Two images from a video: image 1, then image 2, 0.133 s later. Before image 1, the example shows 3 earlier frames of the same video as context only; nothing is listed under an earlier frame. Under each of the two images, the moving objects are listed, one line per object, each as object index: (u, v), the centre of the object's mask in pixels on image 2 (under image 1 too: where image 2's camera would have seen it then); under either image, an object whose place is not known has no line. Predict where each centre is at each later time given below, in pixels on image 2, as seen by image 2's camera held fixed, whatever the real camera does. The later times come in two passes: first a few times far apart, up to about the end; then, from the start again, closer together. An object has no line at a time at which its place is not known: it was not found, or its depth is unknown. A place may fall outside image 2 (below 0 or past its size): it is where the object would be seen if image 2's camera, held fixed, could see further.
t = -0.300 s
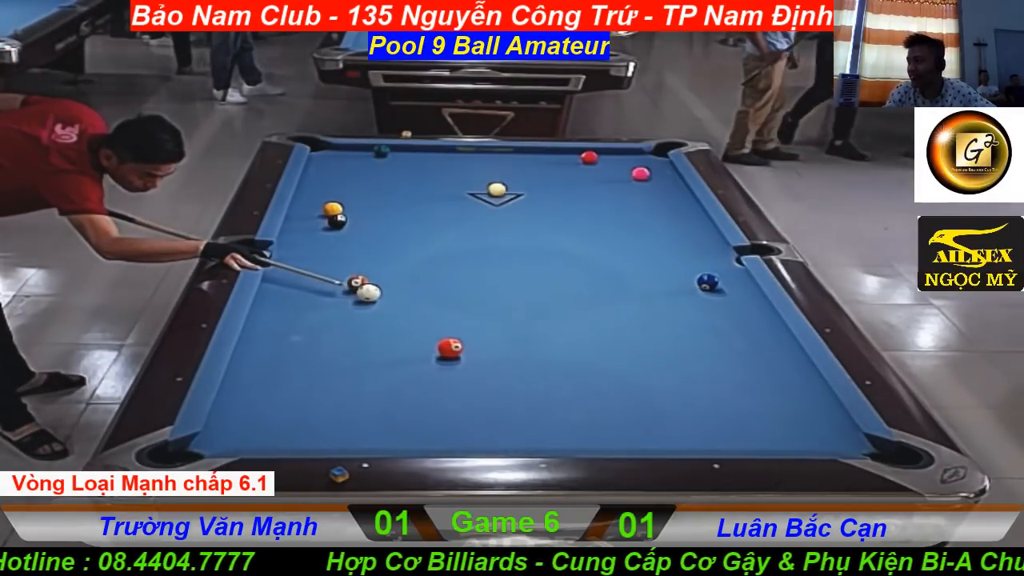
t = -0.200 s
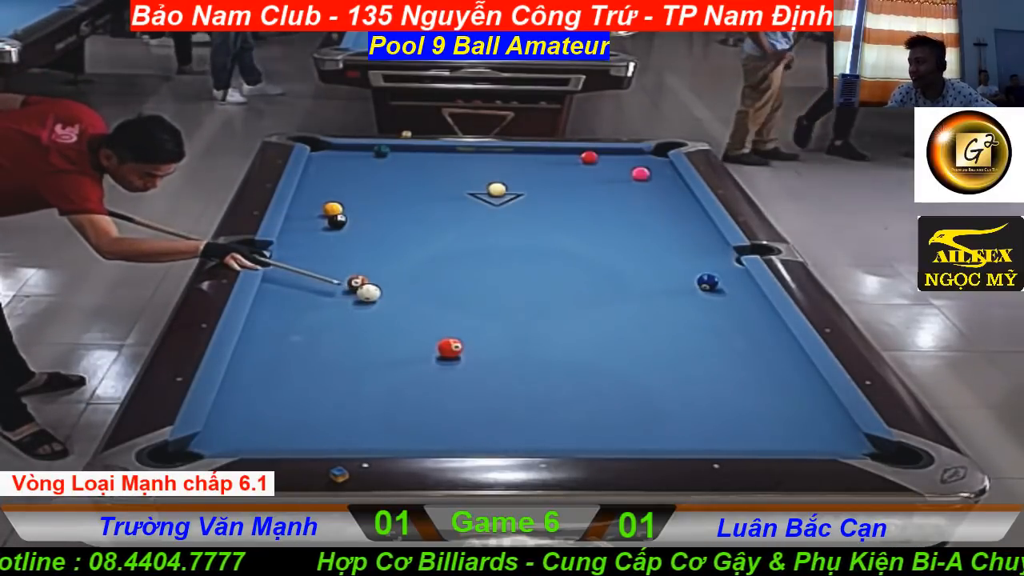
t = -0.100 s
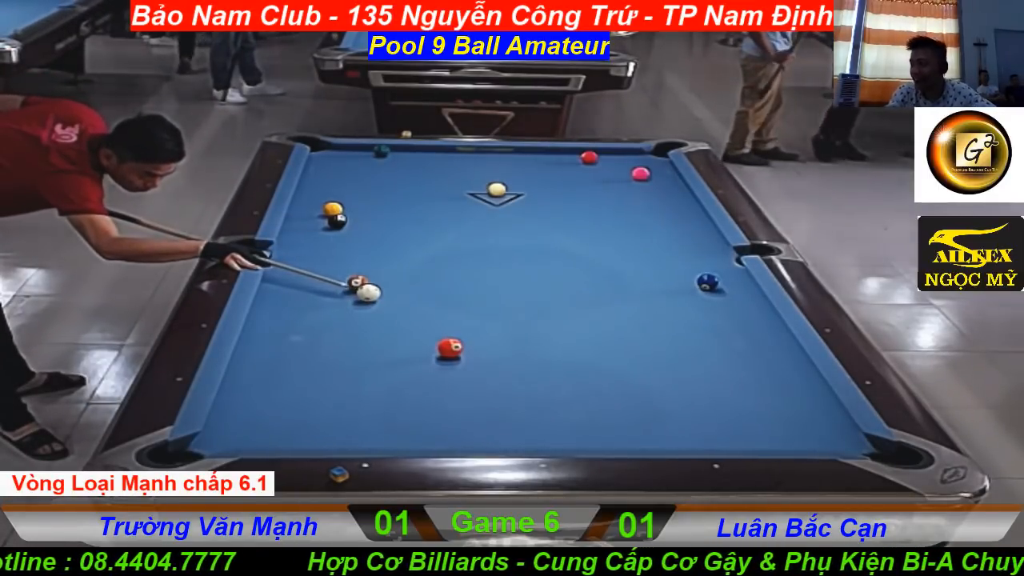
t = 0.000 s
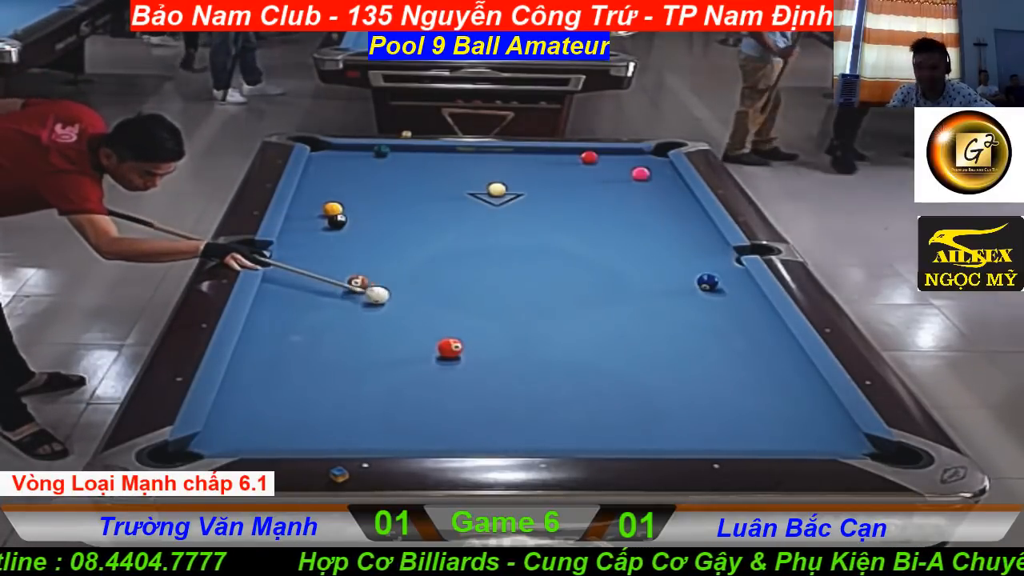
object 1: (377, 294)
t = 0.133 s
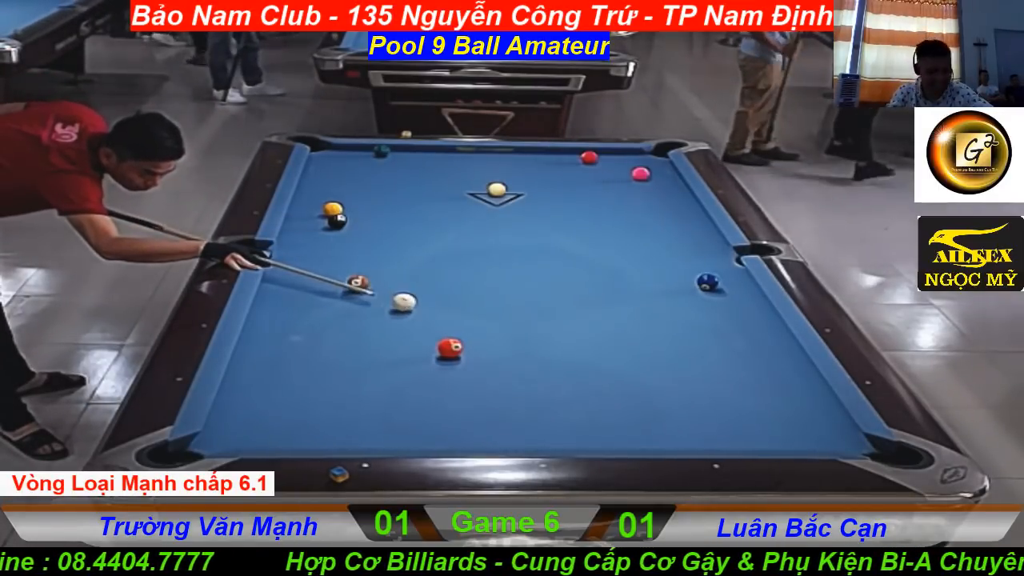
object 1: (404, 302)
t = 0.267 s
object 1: (429, 309)
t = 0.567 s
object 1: (486, 324)
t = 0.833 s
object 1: (538, 337)
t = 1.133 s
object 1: (596, 352)
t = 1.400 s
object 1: (648, 366)
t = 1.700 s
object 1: (706, 381)
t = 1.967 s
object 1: (757, 393)
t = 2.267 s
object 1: (813, 407)
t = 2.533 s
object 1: (823, 417)
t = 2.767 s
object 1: (813, 422)
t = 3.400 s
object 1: (777, 435)
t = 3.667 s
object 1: (770, 439)
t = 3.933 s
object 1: (762, 441)
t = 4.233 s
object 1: (757, 440)
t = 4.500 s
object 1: (755, 439)
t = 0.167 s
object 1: (410, 304)
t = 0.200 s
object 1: (416, 305)
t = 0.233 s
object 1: (423, 307)
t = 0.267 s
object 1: (429, 309)
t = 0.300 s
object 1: (436, 310)
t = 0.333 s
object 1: (442, 312)
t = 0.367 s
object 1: (448, 314)
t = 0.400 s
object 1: (455, 315)
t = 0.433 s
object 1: (461, 317)
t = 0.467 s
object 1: (468, 319)
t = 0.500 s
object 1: (474, 321)
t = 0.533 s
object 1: (480, 322)
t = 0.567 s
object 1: (486, 324)
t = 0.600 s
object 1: (493, 326)
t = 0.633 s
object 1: (499, 327)
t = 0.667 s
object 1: (506, 329)
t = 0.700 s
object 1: (512, 330)
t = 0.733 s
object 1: (519, 332)
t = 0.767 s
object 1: (525, 334)
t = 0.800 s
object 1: (531, 336)
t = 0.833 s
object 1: (538, 337)
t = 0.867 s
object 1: (544, 339)
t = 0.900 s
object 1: (551, 341)
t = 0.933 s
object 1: (557, 342)
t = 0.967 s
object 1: (564, 344)
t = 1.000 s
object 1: (570, 345)
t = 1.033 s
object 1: (577, 347)
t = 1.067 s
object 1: (583, 349)
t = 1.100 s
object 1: (590, 351)
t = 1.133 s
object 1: (596, 352)
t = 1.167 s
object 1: (603, 354)
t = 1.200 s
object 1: (609, 356)
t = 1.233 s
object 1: (616, 357)
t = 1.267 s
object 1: (622, 359)
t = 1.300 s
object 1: (628, 361)
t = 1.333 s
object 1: (635, 362)
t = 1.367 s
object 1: (641, 364)
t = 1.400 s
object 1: (648, 366)
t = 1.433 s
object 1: (654, 367)
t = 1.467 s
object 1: (660, 369)
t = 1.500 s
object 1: (667, 370)
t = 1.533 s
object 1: (674, 372)
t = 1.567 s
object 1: (680, 374)
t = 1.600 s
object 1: (686, 376)
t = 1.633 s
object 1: (692, 377)
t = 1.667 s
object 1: (699, 379)
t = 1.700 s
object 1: (706, 381)
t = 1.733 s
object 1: (712, 382)
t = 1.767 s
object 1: (718, 383)
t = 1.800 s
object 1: (725, 385)
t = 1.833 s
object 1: (731, 387)
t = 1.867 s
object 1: (737, 389)
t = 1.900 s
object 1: (744, 390)
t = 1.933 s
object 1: (750, 392)
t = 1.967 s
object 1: (757, 393)
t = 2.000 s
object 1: (763, 395)
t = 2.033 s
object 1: (769, 397)
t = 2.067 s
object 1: (776, 398)
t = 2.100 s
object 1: (782, 400)
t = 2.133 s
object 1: (788, 401)
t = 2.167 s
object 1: (795, 403)
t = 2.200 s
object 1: (801, 404)
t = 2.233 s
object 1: (807, 406)
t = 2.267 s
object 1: (813, 407)
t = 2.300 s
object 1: (819, 409)
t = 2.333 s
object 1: (826, 410)
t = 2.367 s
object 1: (831, 412)
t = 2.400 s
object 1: (830, 413)
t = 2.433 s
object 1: (828, 414)
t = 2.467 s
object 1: (826, 415)
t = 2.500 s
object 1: (824, 416)
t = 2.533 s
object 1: (823, 417)
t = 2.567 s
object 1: (821, 418)
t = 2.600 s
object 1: (819, 419)
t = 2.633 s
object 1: (817, 419)
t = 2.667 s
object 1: (815, 420)
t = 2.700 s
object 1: (813, 421)
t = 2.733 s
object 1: (812, 422)
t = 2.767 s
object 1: (813, 422)
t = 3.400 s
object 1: (777, 435)
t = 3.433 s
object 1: (779, 437)
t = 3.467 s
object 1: (778, 437)
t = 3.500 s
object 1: (777, 438)
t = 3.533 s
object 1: (775, 438)
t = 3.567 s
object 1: (774, 438)
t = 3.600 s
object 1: (773, 439)
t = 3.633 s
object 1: (772, 439)
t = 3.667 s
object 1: (770, 439)
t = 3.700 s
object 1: (770, 440)
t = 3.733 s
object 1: (768, 440)
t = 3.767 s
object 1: (767, 440)
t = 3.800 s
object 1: (766, 441)
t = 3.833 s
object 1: (765, 441)
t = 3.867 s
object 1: (764, 441)
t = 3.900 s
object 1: (763, 441)
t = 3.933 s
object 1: (762, 441)
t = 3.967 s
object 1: (762, 440)
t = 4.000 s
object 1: (761, 440)
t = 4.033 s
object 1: (760, 440)
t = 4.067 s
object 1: (760, 440)
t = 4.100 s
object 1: (759, 440)
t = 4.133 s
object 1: (758, 440)
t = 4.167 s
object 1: (758, 440)
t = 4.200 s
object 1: (758, 440)
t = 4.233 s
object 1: (757, 440)
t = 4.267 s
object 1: (757, 440)
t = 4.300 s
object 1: (756, 439)
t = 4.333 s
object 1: (756, 439)
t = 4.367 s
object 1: (756, 439)
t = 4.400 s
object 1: (756, 439)
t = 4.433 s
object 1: (756, 439)
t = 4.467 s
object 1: (755, 439)
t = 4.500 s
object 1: (755, 439)
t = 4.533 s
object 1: (756, 439)
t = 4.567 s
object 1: (756, 439)
